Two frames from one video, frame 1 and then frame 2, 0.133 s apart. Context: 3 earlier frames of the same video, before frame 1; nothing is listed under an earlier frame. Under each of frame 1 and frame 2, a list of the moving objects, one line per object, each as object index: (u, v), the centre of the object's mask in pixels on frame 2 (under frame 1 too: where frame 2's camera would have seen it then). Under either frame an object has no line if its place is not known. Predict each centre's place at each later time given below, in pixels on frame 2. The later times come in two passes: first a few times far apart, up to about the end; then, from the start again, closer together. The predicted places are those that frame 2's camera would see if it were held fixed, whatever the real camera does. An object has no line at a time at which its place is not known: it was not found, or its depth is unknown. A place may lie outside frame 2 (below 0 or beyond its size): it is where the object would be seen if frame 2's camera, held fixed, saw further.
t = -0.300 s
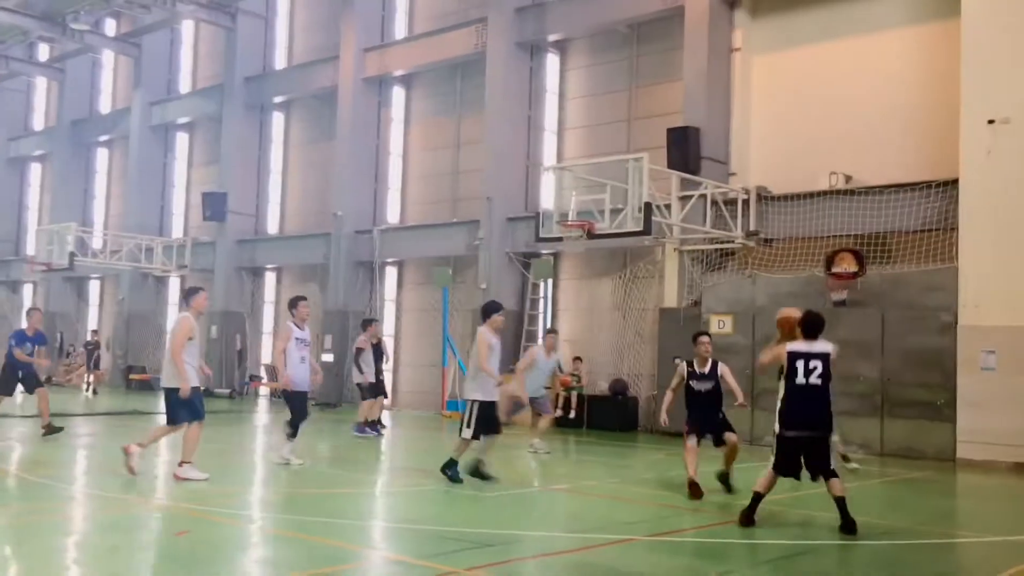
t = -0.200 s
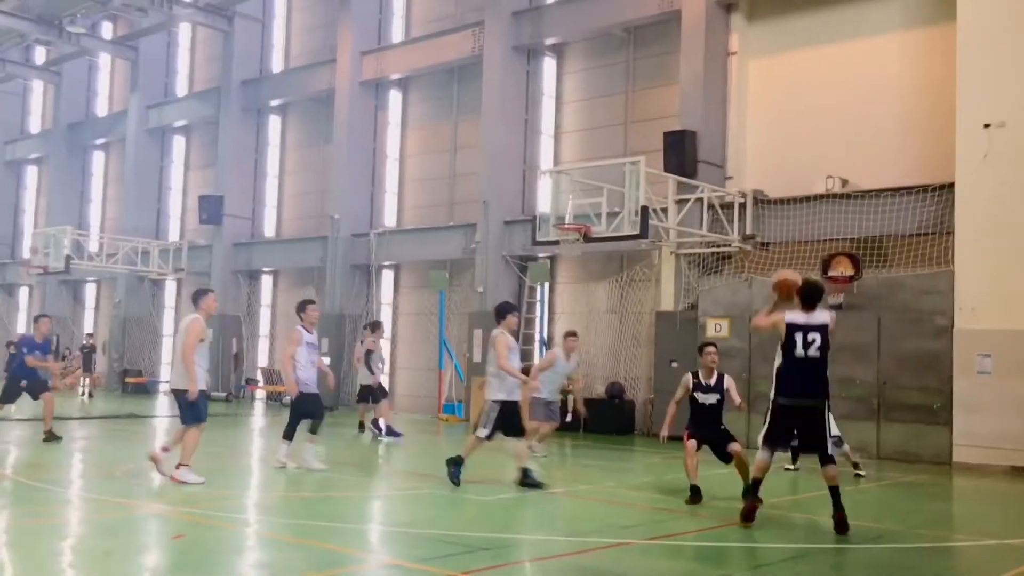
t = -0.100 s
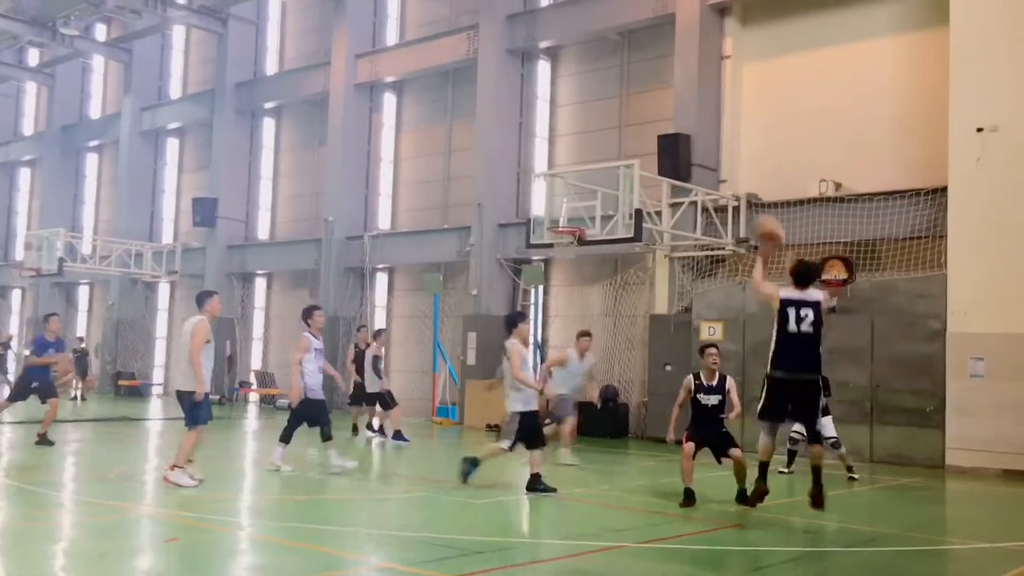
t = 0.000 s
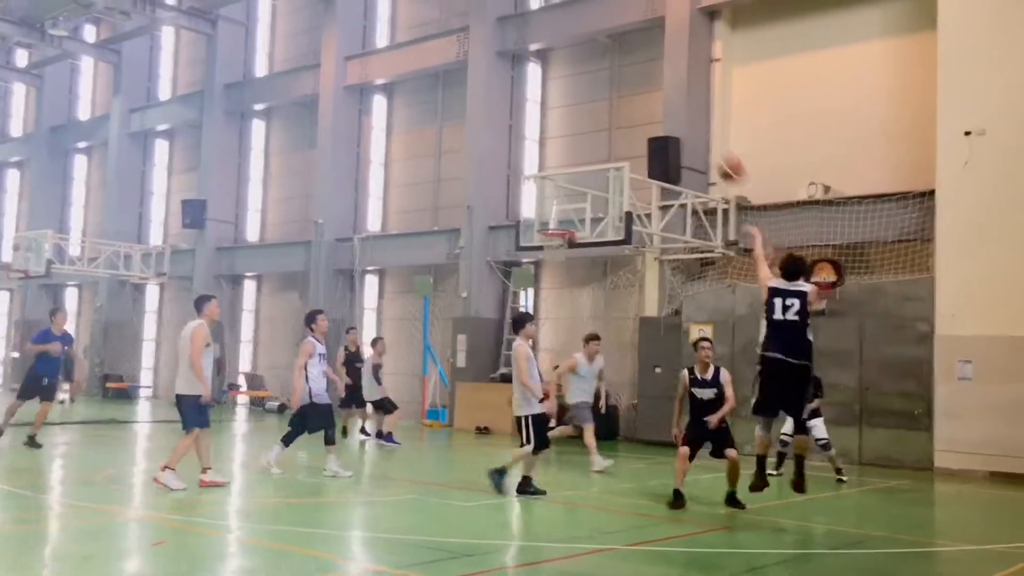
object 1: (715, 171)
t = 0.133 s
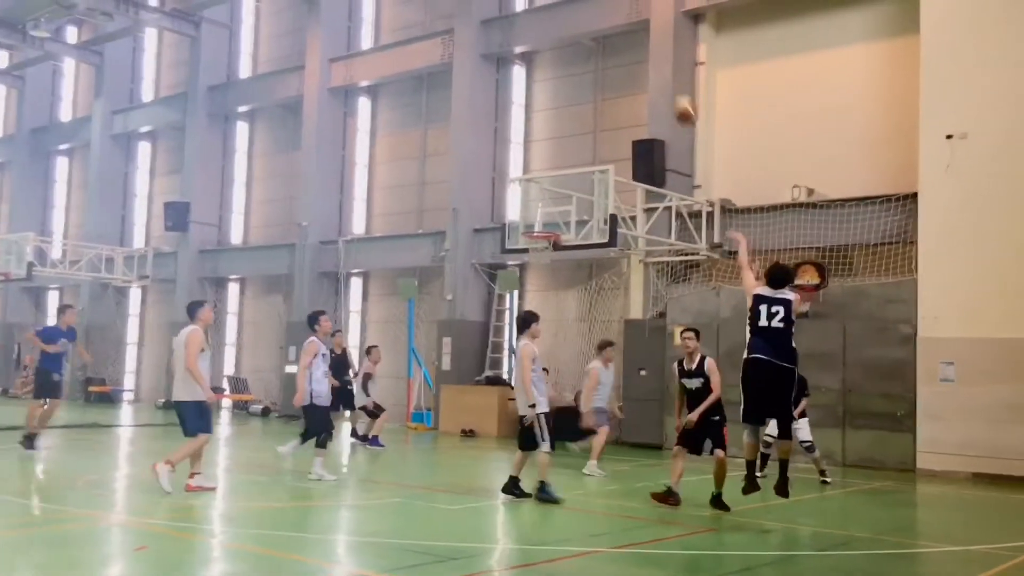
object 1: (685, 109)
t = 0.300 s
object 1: (650, 69)
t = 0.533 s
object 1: (610, 60)
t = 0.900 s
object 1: (557, 133)
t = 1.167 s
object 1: (528, 226)
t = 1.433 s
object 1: (534, 220)
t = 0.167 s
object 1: (677, 99)
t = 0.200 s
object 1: (671, 90)
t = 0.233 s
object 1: (664, 82)
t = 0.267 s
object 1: (657, 75)
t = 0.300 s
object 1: (650, 69)
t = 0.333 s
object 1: (645, 64)
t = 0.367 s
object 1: (639, 61)
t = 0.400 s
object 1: (633, 59)
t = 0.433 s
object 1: (626, 57)
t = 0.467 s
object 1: (621, 57)
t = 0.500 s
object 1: (615, 58)
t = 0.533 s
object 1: (610, 60)
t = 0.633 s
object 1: (593, 70)
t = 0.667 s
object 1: (588, 75)
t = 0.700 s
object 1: (584, 81)
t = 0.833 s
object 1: (565, 114)
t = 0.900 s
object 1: (557, 133)
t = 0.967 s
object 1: (548, 155)
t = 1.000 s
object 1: (544, 167)
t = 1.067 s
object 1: (535, 191)
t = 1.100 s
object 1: (531, 205)
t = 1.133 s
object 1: (527, 220)
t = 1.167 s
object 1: (528, 226)
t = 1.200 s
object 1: (530, 227)
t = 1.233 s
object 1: (534, 228)
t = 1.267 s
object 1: (537, 228)
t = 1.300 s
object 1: (544, 227)
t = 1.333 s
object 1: (542, 224)
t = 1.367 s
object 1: (539, 221)
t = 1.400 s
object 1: (537, 220)
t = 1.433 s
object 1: (534, 220)
